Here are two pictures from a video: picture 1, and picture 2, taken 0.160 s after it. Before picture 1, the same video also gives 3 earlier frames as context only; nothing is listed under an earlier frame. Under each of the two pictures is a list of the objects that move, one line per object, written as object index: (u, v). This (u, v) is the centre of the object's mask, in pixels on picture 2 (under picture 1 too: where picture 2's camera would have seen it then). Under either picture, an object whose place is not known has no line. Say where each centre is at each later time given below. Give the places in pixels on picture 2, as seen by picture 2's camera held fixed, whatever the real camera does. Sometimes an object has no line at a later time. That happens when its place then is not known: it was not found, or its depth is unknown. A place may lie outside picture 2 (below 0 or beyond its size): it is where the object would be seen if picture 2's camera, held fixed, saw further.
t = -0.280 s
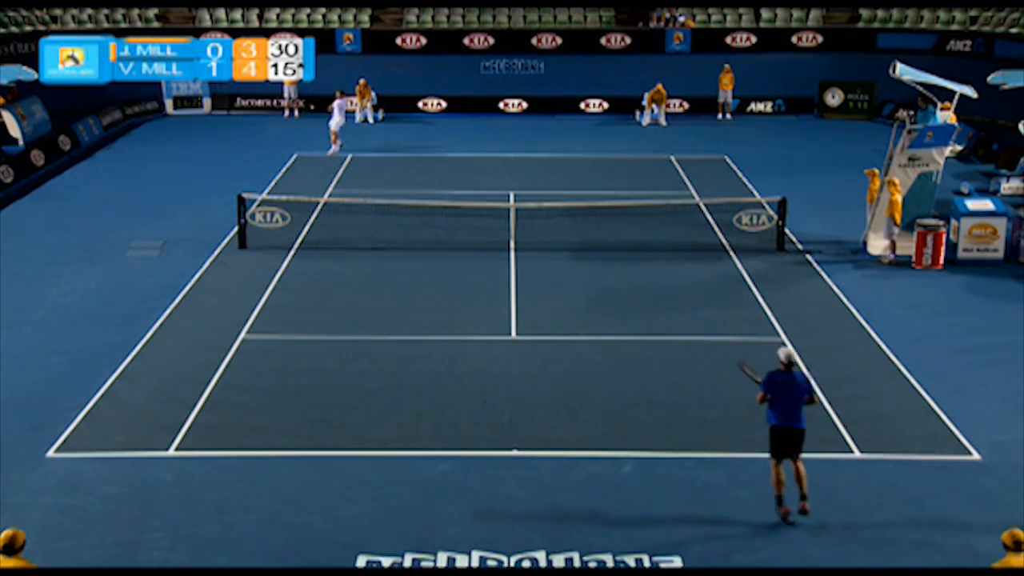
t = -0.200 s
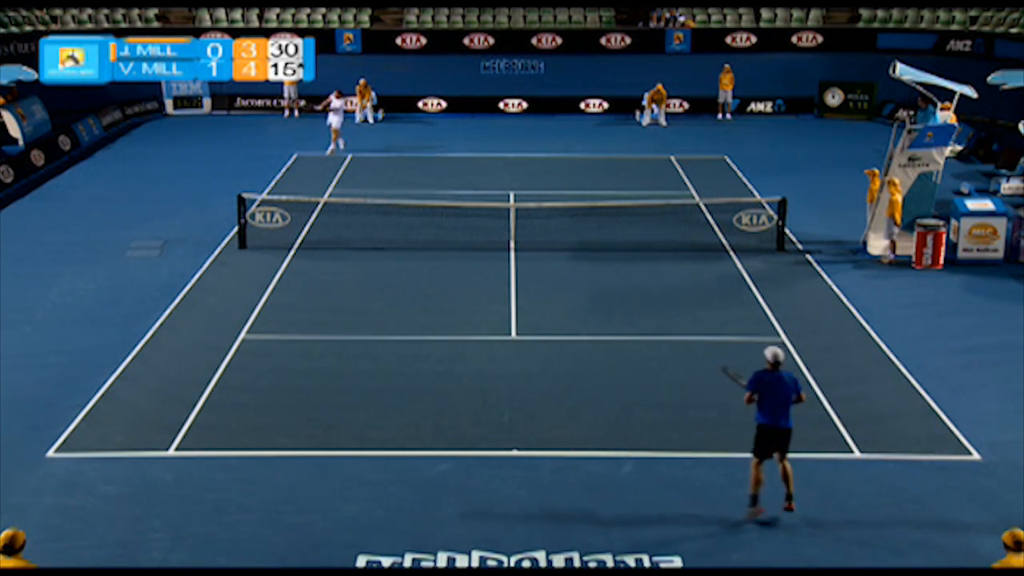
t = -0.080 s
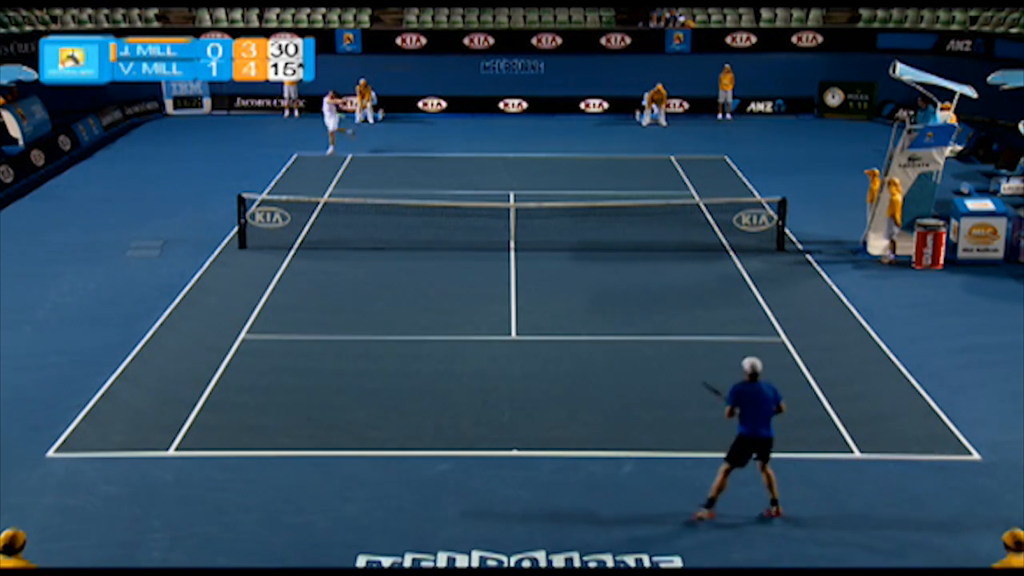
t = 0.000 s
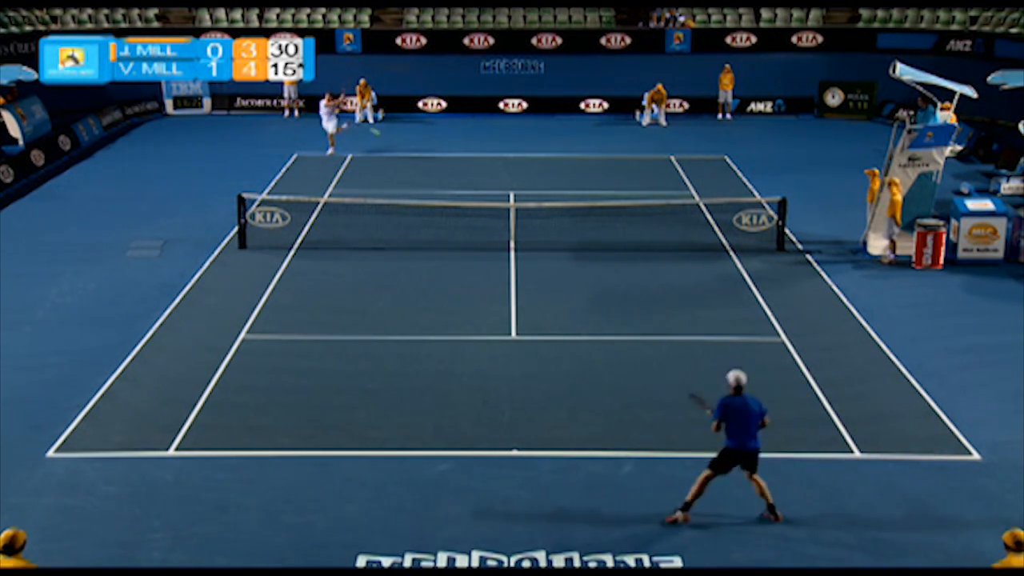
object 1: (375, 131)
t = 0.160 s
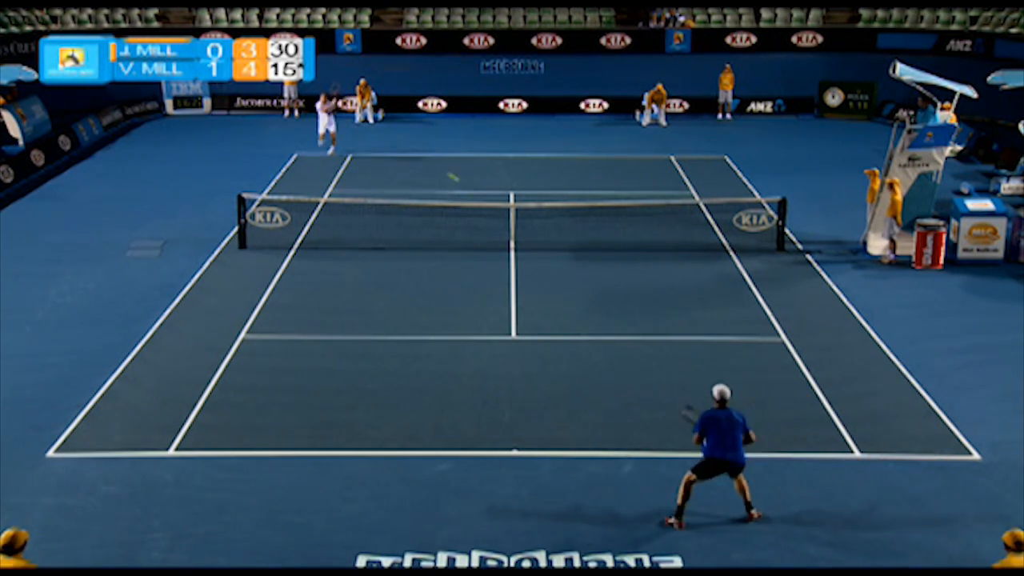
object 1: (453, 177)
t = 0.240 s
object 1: (498, 210)
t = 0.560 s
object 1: (710, 382)
